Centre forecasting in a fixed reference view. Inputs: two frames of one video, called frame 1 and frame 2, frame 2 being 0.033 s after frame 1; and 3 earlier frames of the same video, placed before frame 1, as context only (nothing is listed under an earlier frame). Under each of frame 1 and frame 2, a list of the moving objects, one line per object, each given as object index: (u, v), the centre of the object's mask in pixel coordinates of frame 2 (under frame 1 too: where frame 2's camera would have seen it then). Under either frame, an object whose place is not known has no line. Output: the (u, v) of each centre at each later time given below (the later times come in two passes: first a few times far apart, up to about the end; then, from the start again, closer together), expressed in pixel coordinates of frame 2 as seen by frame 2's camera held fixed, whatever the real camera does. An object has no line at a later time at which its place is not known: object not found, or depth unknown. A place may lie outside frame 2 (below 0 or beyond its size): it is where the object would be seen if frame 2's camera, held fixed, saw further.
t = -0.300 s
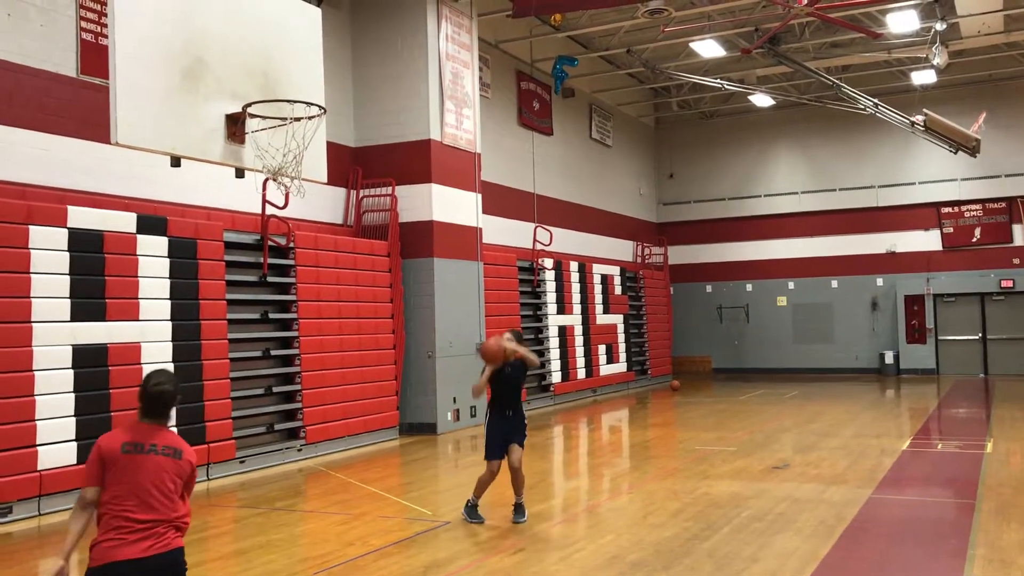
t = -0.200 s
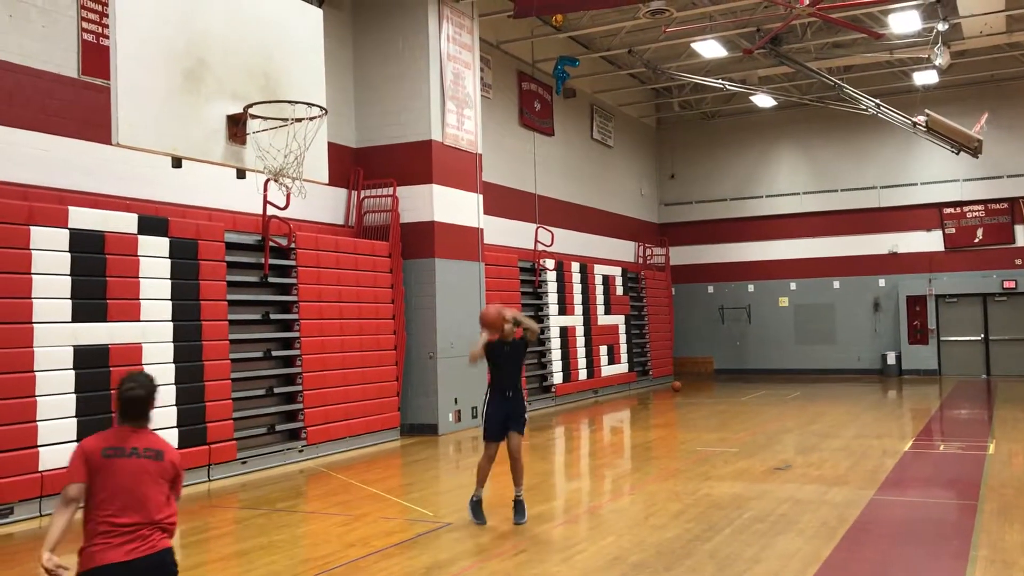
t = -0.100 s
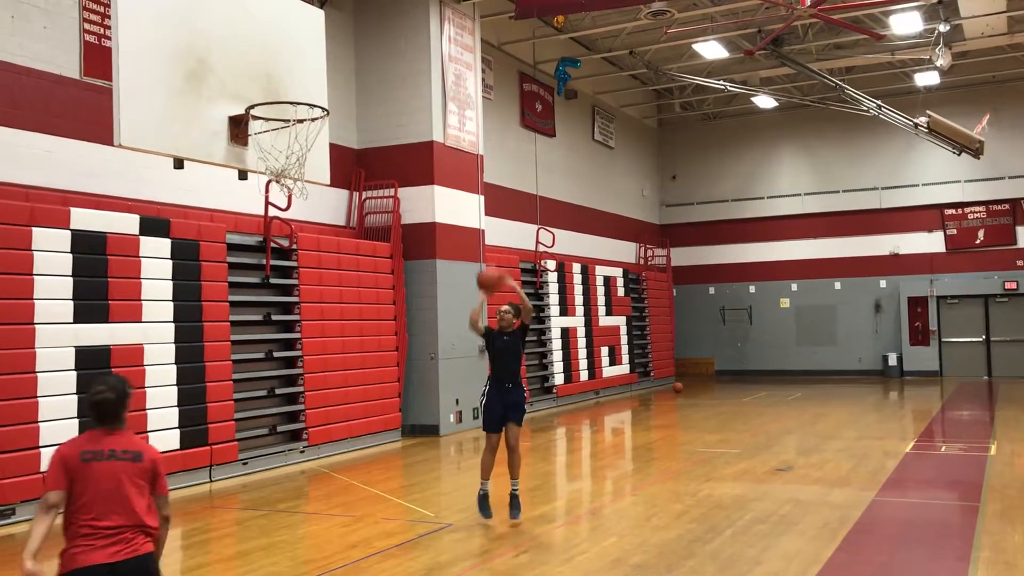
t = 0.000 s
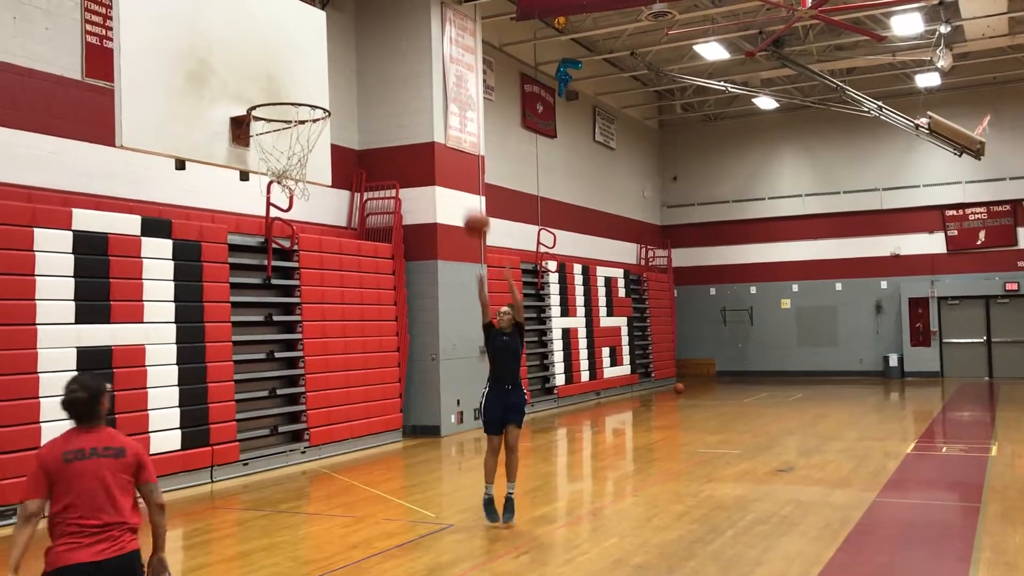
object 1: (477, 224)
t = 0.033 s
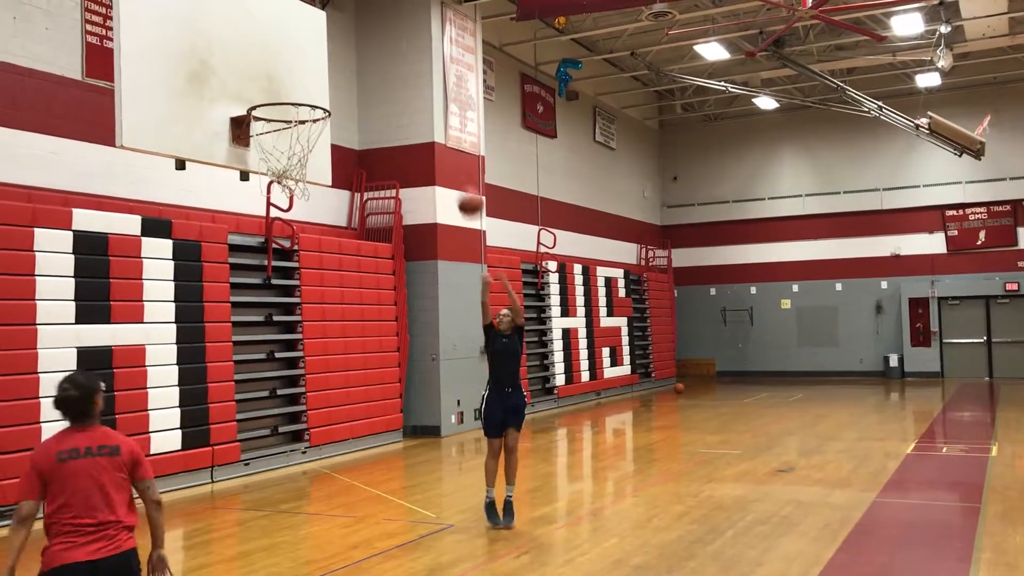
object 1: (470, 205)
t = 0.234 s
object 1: (435, 112)
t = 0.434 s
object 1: (396, 57)
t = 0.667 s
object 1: (344, 57)
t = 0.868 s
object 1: (281, 110)
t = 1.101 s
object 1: (285, 159)
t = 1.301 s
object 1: (315, 185)
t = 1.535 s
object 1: (344, 283)
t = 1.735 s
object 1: (370, 442)
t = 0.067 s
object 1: (465, 183)
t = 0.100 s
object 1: (459, 171)
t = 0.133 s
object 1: (455, 155)
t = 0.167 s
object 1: (448, 139)
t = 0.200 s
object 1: (441, 124)
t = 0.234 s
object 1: (435, 112)
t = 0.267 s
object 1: (429, 100)
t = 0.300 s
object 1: (422, 89)
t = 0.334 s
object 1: (416, 79)
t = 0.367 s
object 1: (409, 70)
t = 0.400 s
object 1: (402, 63)
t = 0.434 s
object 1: (396, 57)
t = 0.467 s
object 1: (390, 53)
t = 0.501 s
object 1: (382, 50)
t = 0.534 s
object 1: (375, 48)
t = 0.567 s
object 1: (367, 48)
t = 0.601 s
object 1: (360, 50)
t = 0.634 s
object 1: (352, 53)
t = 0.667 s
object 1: (344, 57)
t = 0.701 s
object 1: (336, 64)
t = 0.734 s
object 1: (327, 72)
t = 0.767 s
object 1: (319, 83)
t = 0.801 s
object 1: (309, 96)
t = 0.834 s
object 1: (296, 104)
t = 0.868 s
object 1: (281, 110)
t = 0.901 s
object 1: (271, 119)
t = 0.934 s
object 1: (270, 125)
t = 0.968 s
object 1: (271, 134)
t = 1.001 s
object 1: (272, 143)
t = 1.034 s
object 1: (275, 149)
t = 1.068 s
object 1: (279, 157)
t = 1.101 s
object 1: (285, 159)
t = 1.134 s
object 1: (292, 162)
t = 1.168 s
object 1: (297, 164)
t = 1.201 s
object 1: (302, 168)
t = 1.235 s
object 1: (307, 172)
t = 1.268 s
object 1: (311, 178)
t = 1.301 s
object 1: (315, 185)
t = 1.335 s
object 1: (319, 193)
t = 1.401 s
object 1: (327, 217)
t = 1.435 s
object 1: (331, 231)
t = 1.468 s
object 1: (335, 246)
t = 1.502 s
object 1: (340, 264)
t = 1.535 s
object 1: (344, 283)
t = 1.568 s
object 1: (349, 305)
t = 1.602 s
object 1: (353, 328)
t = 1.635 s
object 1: (357, 353)
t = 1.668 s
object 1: (362, 379)
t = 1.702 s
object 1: (365, 408)
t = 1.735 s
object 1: (370, 442)
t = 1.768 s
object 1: (373, 474)
